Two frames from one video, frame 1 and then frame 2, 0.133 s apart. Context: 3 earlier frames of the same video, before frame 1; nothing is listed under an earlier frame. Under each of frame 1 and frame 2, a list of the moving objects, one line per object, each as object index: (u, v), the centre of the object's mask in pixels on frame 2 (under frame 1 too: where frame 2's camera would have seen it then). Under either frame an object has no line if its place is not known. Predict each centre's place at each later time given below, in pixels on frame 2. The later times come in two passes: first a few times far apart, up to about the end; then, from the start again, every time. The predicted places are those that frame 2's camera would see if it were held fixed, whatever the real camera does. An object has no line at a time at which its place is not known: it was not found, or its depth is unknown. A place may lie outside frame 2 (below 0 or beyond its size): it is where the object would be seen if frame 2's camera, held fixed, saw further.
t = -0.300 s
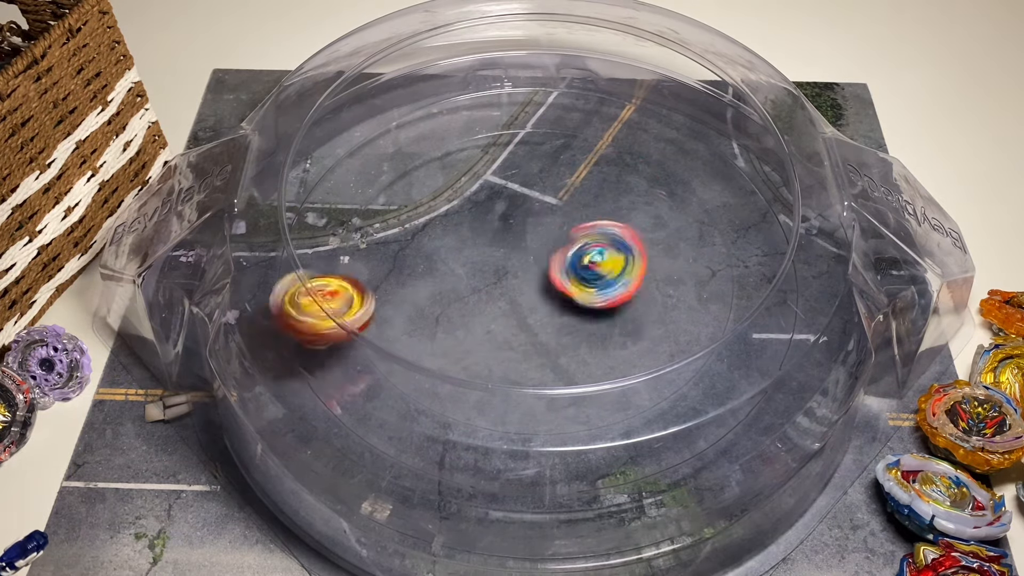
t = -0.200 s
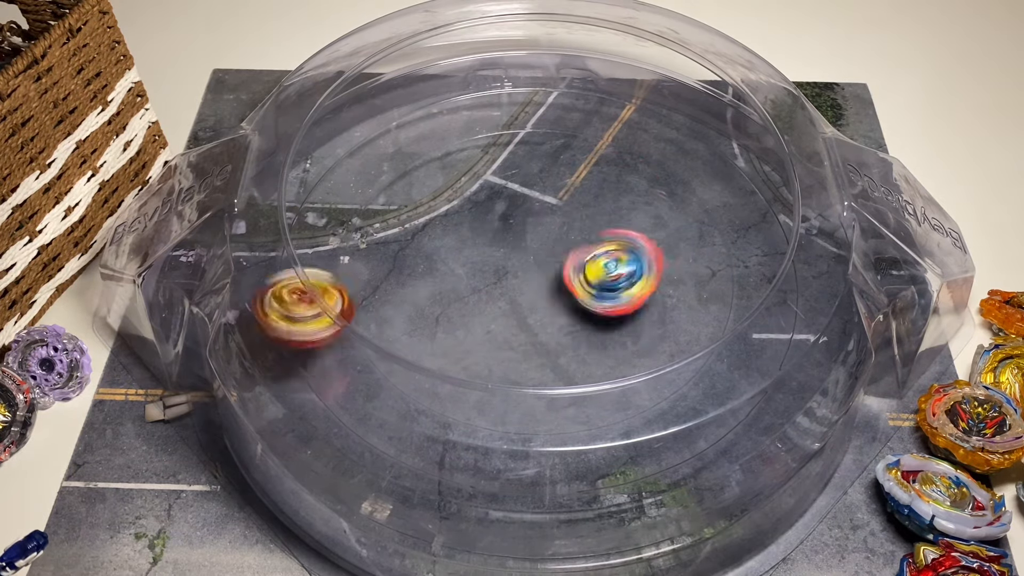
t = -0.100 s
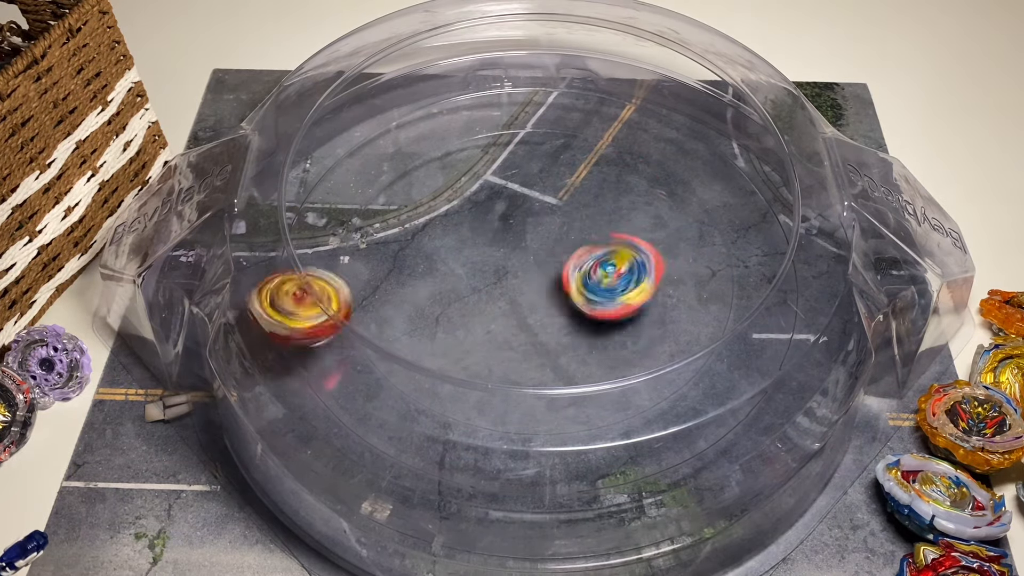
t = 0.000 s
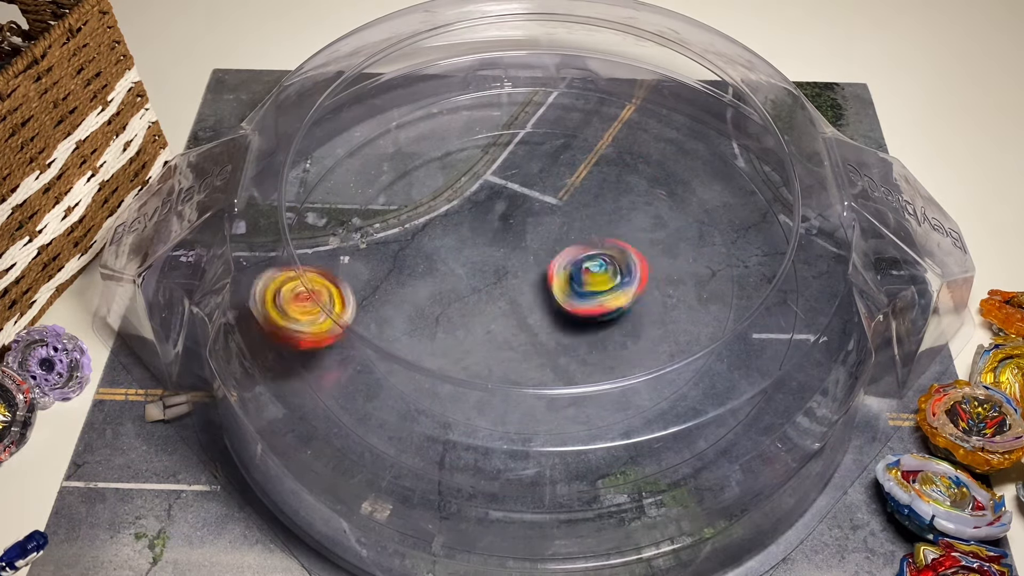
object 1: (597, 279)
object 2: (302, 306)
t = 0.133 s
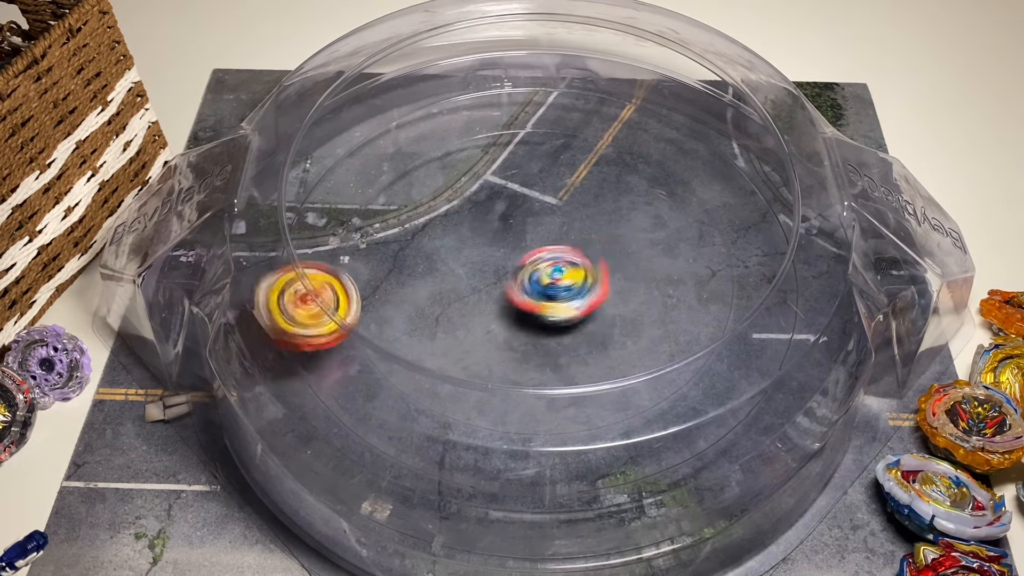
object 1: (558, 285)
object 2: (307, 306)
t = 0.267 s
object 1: (525, 298)
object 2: (325, 298)
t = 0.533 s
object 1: (588, 325)
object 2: (424, 241)
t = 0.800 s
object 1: (670, 274)
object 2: (493, 162)
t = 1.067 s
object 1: (622, 238)
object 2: (538, 223)
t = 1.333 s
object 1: (585, 281)
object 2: (512, 239)
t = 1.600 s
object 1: (559, 297)
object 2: (513, 240)
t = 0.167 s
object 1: (549, 288)
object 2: (310, 304)
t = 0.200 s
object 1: (541, 292)
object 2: (314, 301)
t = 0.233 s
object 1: (533, 295)
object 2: (318, 301)
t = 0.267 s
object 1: (525, 298)
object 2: (325, 298)
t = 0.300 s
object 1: (521, 302)
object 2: (333, 294)
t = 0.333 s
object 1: (517, 304)
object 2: (341, 292)
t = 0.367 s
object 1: (514, 304)
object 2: (356, 290)
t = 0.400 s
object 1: (513, 306)
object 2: (375, 290)
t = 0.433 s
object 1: (512, 305)
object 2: (398, 292)
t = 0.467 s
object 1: (519, 307)
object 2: (421, 288)
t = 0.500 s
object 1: (551, 319)
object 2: (420, 264)
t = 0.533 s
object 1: (588, 325)
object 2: (424, 241)
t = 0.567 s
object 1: (615, 324)
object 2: (431, 223)
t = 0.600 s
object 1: (641, 321)
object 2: (438, 204)
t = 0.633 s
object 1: (655, 313)
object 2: (448, 189)
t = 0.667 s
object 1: (670, 306)
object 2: (458, 178)
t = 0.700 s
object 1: (673, 297)
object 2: (466, 169)
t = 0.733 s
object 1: (674, 288)
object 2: (475, 163)
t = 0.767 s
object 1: (673, 281)
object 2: (484, 160)
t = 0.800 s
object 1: (670, 274)
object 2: (493, 162)
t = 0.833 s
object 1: (667, 268)
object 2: (498, 165)
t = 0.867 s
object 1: (662, 260)
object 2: (504, 170)
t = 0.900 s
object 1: (655, 254)
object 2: (510, 177)
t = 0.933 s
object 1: (648, 248)
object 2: (516, 186)
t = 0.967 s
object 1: (641, 242)
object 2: (521, 196)
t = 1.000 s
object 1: (633, 237)
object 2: (529, 207)
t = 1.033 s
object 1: (623, 233)
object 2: (537, 218)
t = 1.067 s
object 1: (622, 238)
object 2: (538, 223)
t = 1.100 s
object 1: (616, 243)
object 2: (536, 224)
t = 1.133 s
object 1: (612, 249)
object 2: (535, 223)
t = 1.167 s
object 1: (610, 256)
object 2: (531, 223)
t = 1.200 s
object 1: (604, 263)
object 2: (528, 224)
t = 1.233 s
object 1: (600, 268)
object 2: (524, 227)
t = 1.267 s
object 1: (594, 272)
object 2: (520, 231)
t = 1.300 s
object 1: (589, 275)
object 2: (515, 236)
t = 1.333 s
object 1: (585, 281)
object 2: (512, 239)
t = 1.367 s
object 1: (580, 287)
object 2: (512, 239)
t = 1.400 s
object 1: (574, 290)
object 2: (513, 240)
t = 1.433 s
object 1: (567, 293)
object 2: (513, 240)
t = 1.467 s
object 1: (563, 295)
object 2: (513, 241)
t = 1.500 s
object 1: (560, 297)
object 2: (513, 241)
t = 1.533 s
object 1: (559, 298)
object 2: (513, 241)
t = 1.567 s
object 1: (559, 298)
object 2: (513, 240)
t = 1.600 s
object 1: (559, 297)
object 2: (513, 240)
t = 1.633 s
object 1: (559, 297)
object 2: (513, 240)
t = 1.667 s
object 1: (560, 296)
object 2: (513, 240)
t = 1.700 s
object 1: (560, 296)
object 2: (513, 240)
